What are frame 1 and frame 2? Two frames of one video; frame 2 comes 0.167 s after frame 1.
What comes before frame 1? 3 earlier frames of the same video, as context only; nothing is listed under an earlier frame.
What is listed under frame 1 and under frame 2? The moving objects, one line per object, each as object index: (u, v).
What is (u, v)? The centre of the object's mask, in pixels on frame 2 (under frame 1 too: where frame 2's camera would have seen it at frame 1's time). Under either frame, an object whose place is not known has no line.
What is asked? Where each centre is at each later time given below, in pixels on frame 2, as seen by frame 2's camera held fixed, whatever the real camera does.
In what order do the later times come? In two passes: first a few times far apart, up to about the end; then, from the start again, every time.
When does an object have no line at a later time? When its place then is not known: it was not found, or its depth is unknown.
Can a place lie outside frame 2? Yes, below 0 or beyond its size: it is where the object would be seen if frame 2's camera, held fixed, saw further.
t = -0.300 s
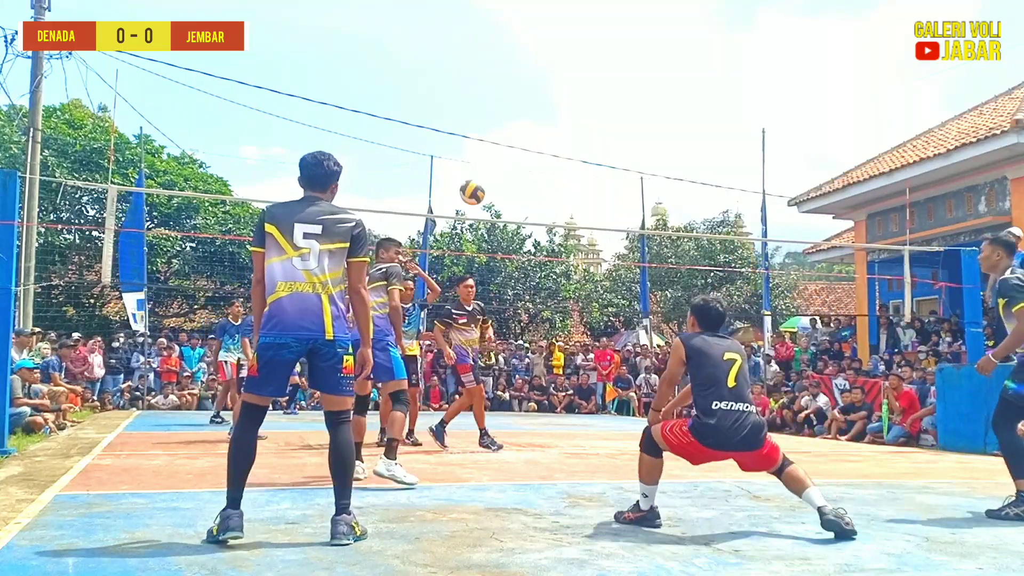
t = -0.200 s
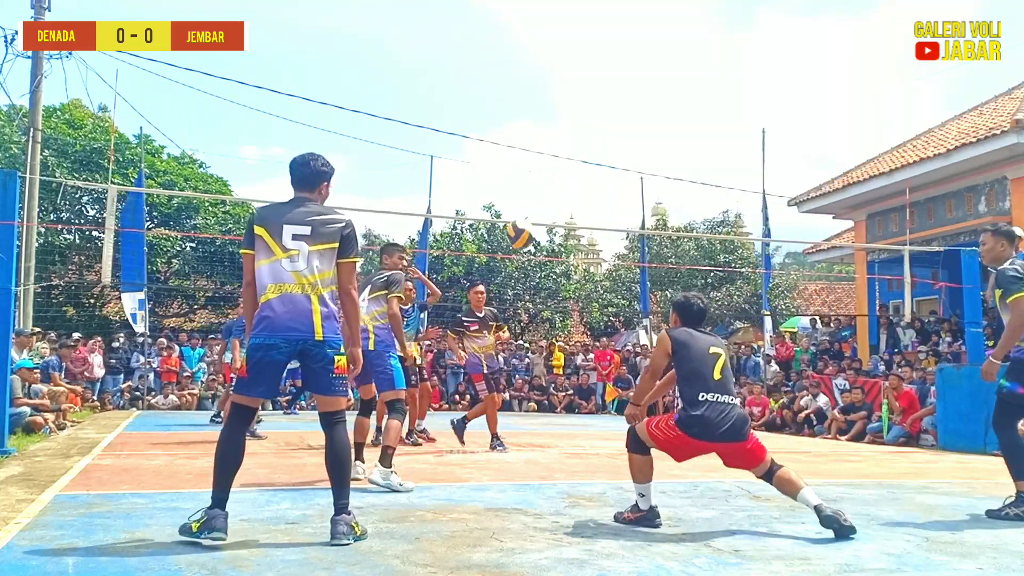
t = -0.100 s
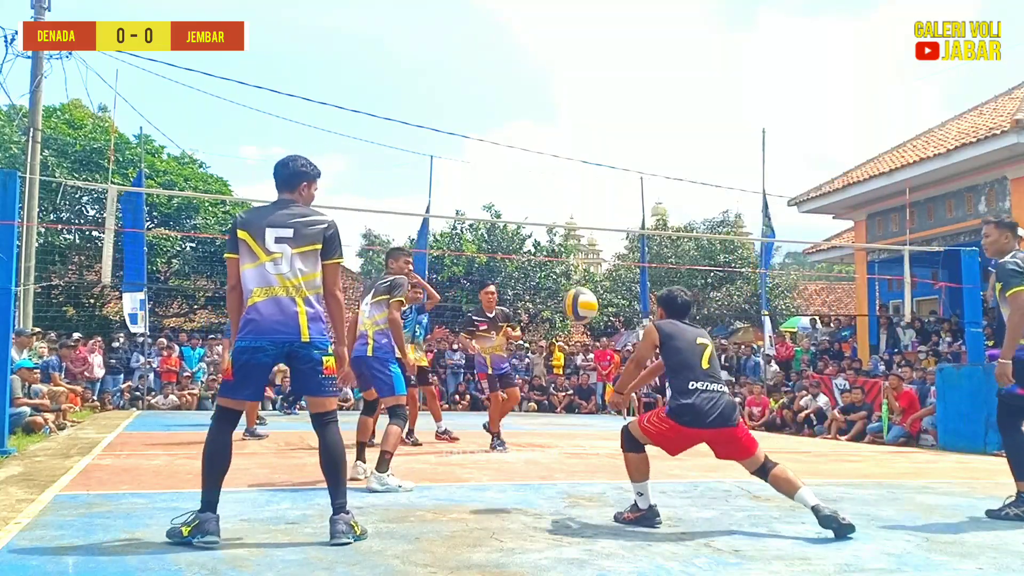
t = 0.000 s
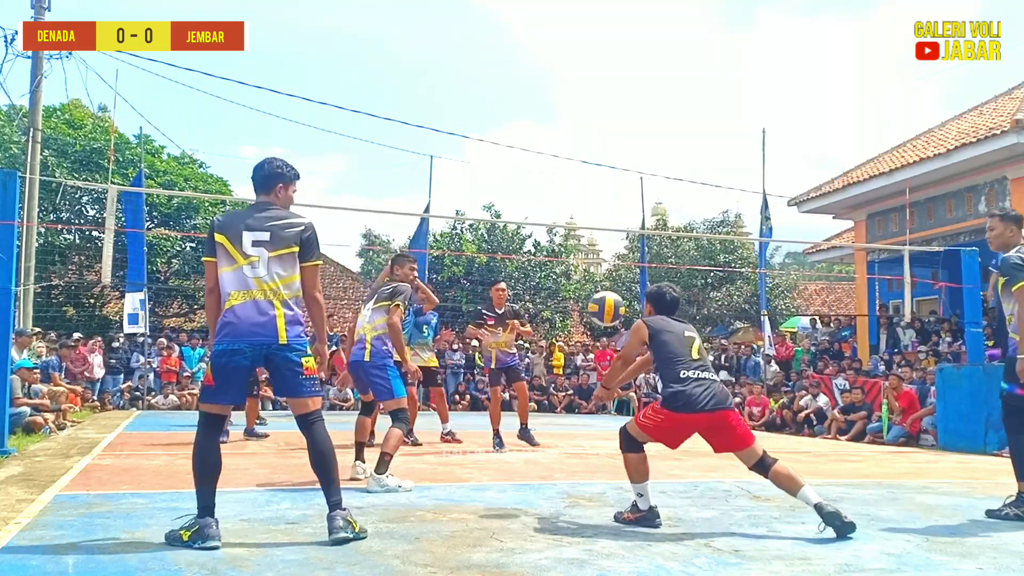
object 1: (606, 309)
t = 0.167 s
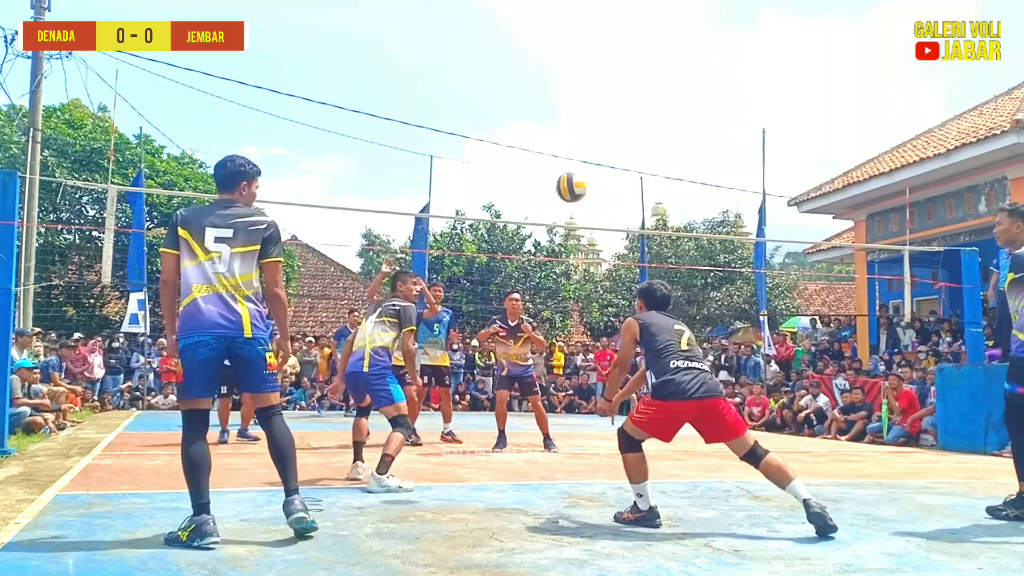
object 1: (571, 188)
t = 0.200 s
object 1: (564, 171)
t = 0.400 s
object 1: (533, 114)
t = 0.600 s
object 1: (508, 112)
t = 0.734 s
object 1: (493, 135)
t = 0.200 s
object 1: (564, 171)
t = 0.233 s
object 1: (559, 157)
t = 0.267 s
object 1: (552, 146)
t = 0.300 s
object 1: (548, 134)
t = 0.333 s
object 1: (543, 126)
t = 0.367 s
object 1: (538, 119)
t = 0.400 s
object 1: (533, 114)
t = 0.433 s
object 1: (528, 110)
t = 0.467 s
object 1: (524, 108)
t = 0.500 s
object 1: (519, 108)
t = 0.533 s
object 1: (516, 107)
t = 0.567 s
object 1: (512, 110)
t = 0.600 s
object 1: (508, 112)
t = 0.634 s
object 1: (504, 116)
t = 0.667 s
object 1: (500, 121)
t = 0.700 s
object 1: (497, 127)
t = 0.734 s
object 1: (493, 135)
